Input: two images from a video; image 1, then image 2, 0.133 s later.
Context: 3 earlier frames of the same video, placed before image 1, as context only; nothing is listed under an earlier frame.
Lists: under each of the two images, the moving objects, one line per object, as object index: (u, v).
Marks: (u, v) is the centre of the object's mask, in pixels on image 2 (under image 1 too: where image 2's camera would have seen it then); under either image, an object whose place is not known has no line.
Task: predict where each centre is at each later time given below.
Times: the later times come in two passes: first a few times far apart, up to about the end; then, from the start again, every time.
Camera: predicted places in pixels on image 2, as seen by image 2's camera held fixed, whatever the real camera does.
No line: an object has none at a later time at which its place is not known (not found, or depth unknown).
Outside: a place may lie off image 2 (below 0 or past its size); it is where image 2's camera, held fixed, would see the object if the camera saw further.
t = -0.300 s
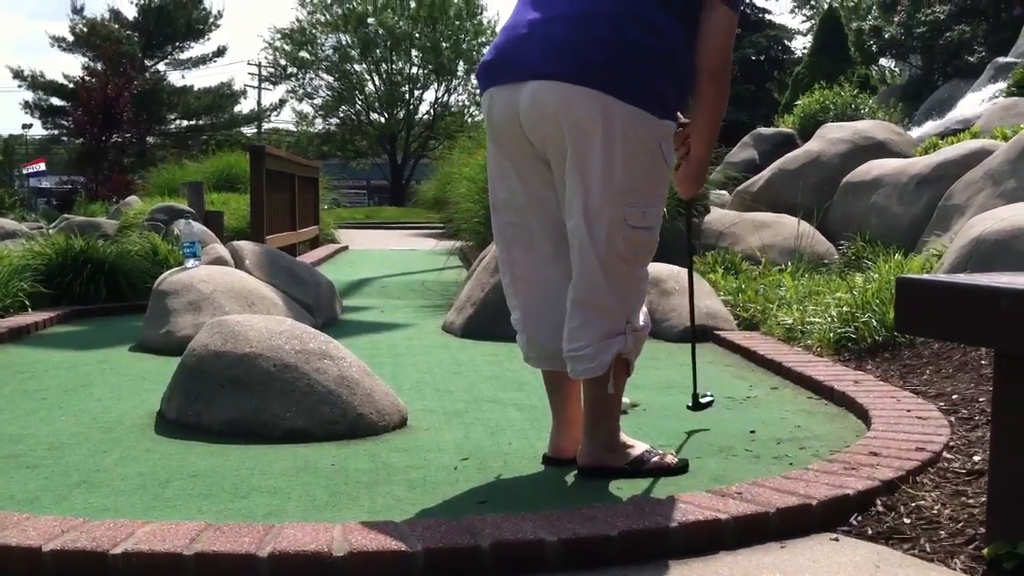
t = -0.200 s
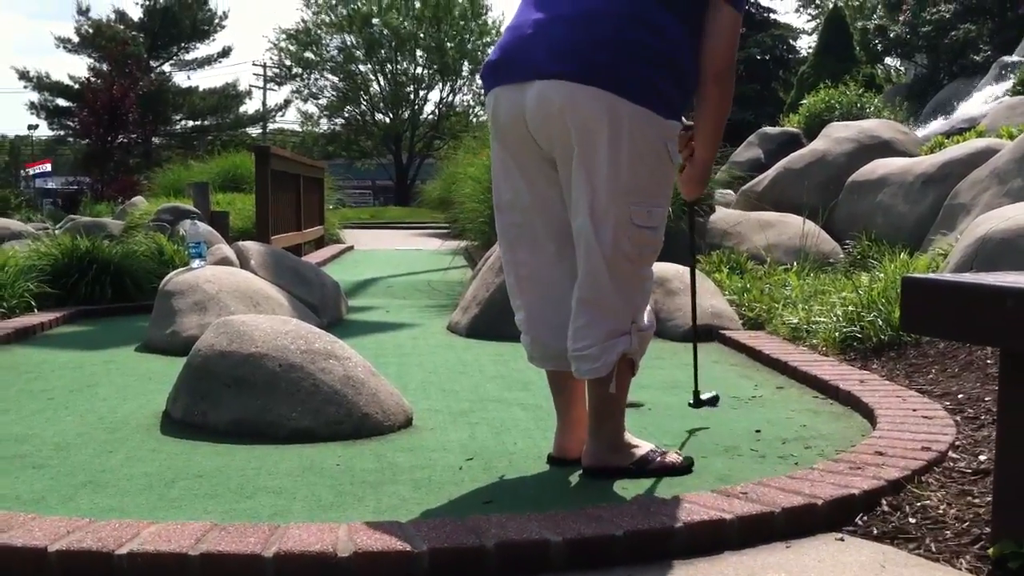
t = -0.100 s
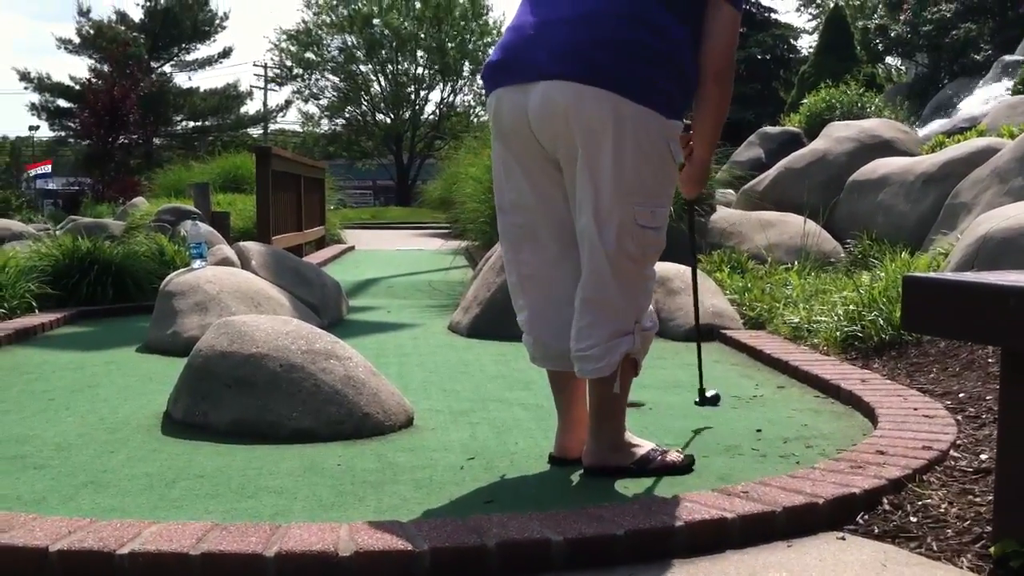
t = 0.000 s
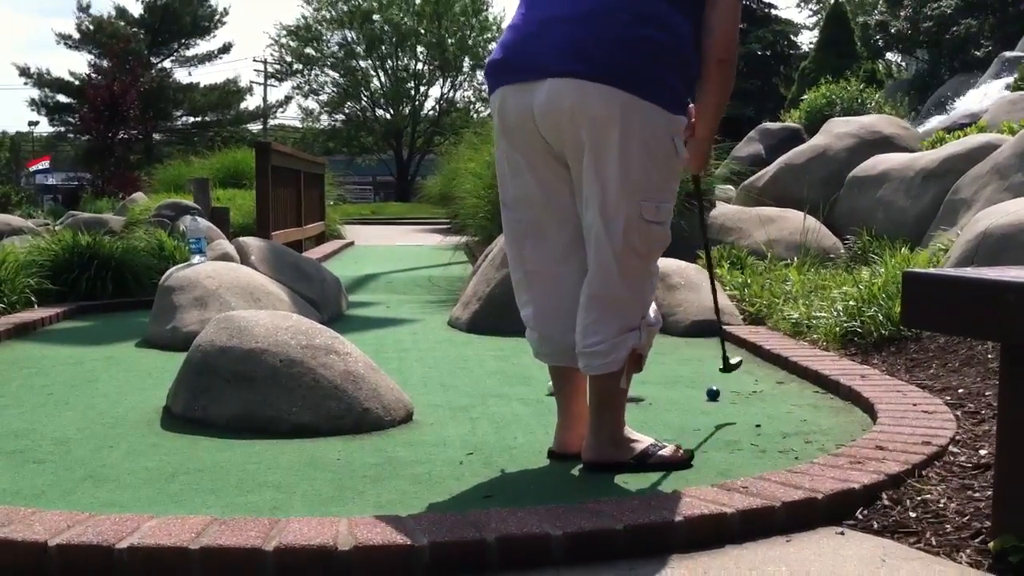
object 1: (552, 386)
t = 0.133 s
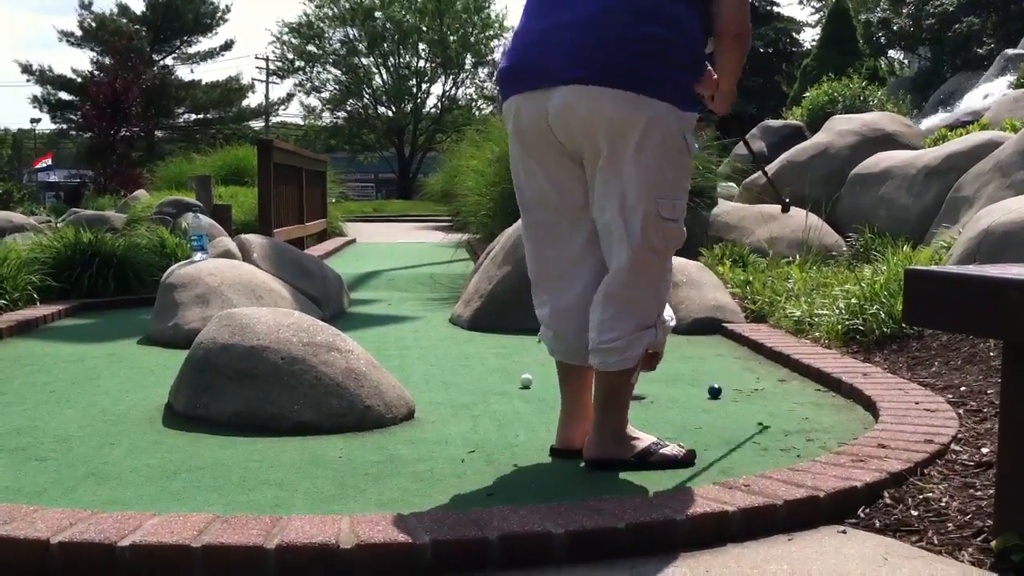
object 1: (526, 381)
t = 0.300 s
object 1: (493, 376)
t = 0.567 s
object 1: (450, 368)
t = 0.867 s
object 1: (412, 361)
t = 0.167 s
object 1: (519, 380)
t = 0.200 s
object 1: (513, 379)
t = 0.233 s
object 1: (505, 378)
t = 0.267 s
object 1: (499, 377)
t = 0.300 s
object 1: (493, 376)
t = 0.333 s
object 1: (487, 375)
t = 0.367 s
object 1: (482, 374)
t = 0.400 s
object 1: (476, 373)
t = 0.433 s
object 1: (471, 372)
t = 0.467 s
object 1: (465, 371)
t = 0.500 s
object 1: (460, 370)
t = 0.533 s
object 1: (455, 369)
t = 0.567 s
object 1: (450, 368)
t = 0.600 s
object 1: (445, 367)
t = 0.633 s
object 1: (441, 367)
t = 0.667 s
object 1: (436, 366)
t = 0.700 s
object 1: (432, 365)
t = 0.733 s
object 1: (428, 364)
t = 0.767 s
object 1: (423, 364)
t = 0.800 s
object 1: (419, 363)
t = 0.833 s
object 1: (416, 362)
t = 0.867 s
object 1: (412, 361)
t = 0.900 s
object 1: (408, 361)
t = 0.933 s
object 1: (404, 359)
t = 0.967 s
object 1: (400, 359)
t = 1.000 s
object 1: (397, 359)
